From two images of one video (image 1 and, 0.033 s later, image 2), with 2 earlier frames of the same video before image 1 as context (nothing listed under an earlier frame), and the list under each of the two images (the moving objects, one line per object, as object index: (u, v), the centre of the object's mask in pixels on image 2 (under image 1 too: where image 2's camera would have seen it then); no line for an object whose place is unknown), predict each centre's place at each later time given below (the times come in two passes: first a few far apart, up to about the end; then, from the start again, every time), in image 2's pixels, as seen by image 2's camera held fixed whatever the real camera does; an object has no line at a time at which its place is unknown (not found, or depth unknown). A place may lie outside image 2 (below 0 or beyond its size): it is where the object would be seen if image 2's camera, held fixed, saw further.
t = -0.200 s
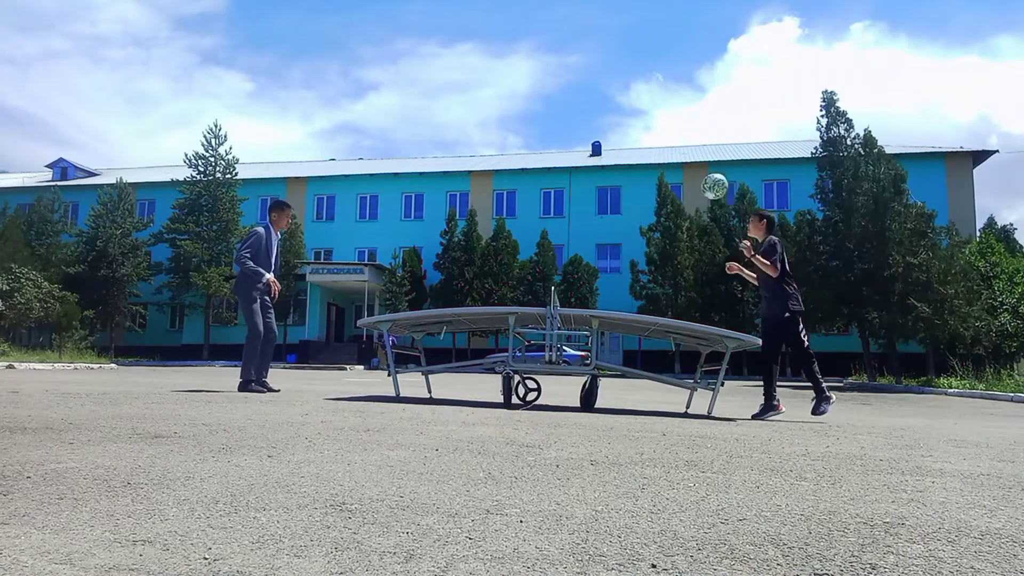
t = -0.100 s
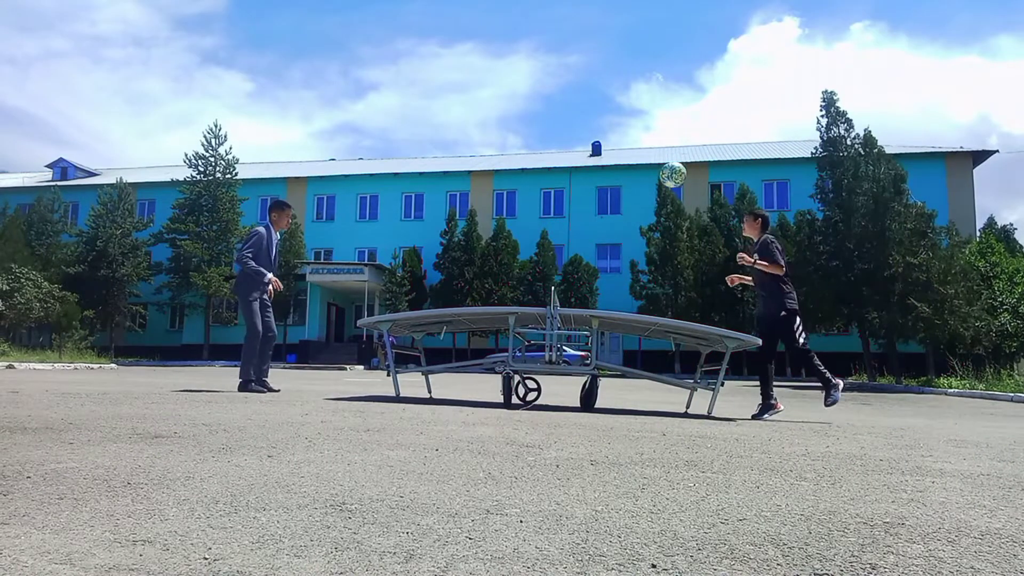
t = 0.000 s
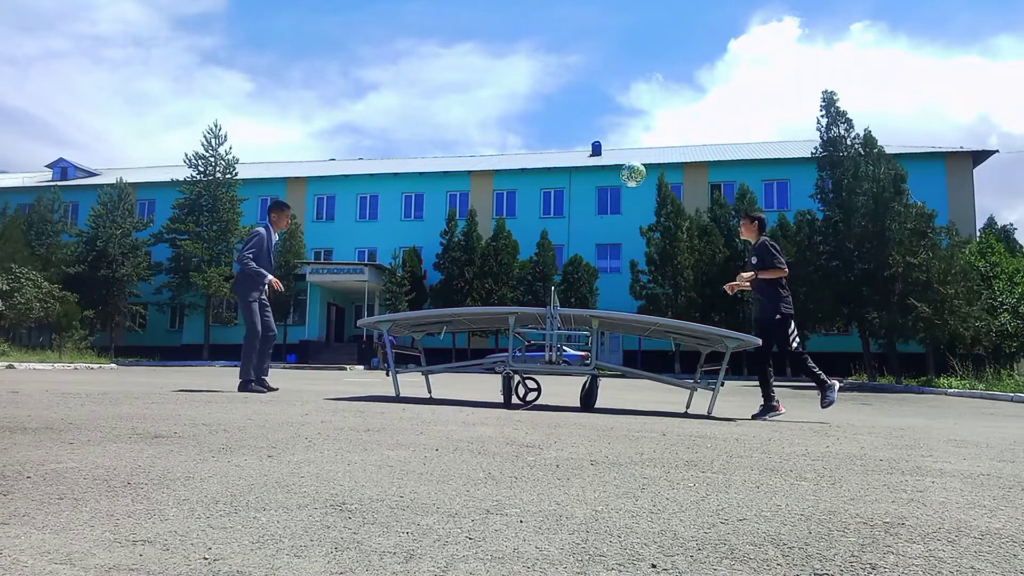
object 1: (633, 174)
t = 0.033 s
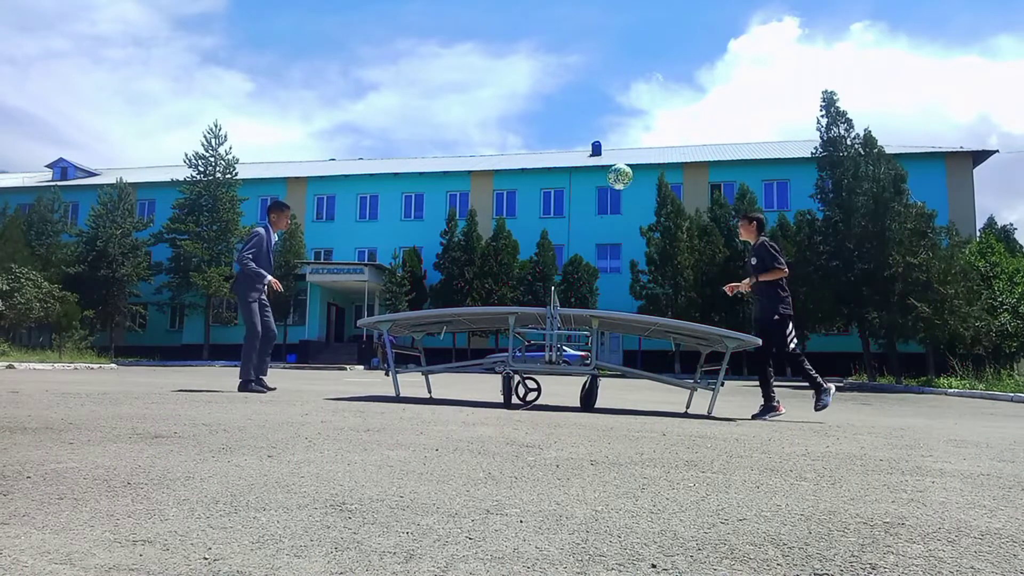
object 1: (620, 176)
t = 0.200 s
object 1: (556, 206)
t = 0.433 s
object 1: (469, 296)
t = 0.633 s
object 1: (416, 262)
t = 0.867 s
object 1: (358, 251)
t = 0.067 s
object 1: (607, 180)
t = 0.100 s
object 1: (594, 185)
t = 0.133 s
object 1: (581, 191)
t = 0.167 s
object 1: (569, 198)
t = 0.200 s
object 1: (556, 206)
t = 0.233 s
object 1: (544, 216)
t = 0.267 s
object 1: (531, 226)
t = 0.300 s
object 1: (518, 238)
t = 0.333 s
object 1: (506, 251)
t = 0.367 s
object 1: (494, 265)
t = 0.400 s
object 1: (481, 281)
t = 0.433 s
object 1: (469, 296)
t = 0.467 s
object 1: (458, 301)
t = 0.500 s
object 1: (450, 294)
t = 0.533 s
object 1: (441, 285)
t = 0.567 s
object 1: (433, 276)
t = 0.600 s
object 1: (424, 268)
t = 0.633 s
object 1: (416, 262)
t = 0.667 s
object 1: (408, 257)
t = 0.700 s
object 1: (400, 253)
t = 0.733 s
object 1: (391, 251)
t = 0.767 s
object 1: (383, 249)
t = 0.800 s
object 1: (374, 249)
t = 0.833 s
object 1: (366, 250)
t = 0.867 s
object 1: (358, 251)
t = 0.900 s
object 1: (349, 254)
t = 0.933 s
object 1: (340, 259)
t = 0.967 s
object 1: (332, 264)
